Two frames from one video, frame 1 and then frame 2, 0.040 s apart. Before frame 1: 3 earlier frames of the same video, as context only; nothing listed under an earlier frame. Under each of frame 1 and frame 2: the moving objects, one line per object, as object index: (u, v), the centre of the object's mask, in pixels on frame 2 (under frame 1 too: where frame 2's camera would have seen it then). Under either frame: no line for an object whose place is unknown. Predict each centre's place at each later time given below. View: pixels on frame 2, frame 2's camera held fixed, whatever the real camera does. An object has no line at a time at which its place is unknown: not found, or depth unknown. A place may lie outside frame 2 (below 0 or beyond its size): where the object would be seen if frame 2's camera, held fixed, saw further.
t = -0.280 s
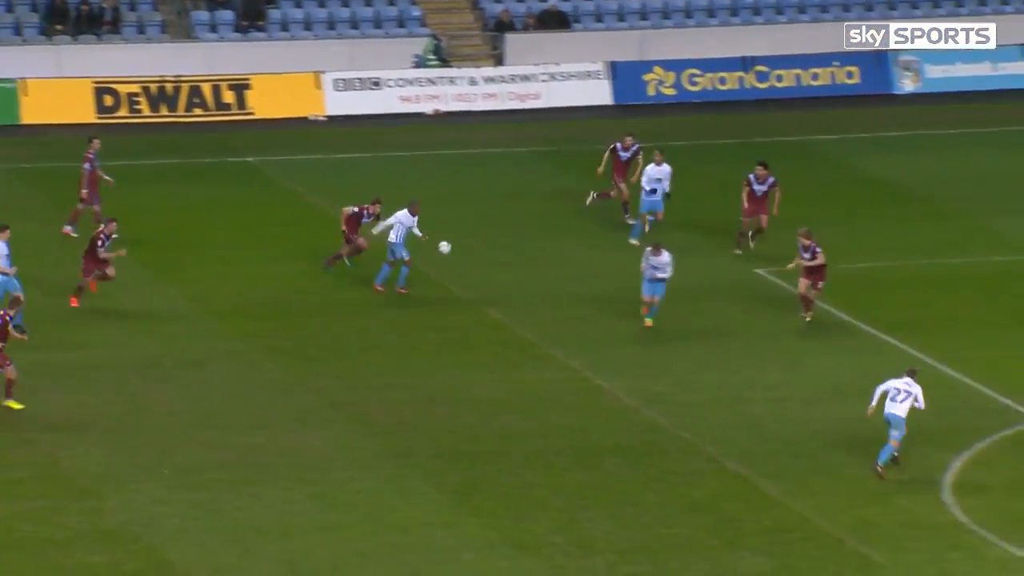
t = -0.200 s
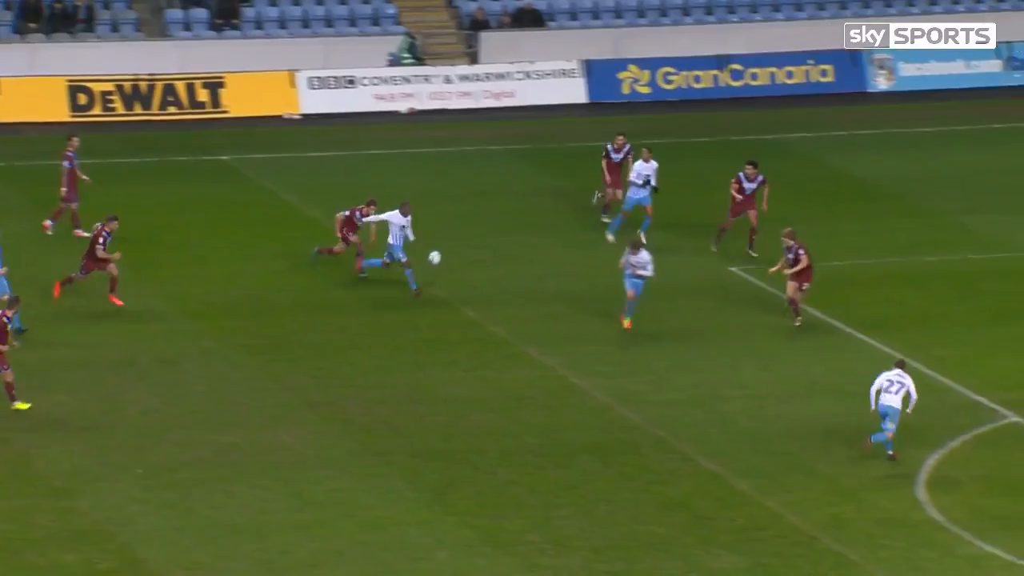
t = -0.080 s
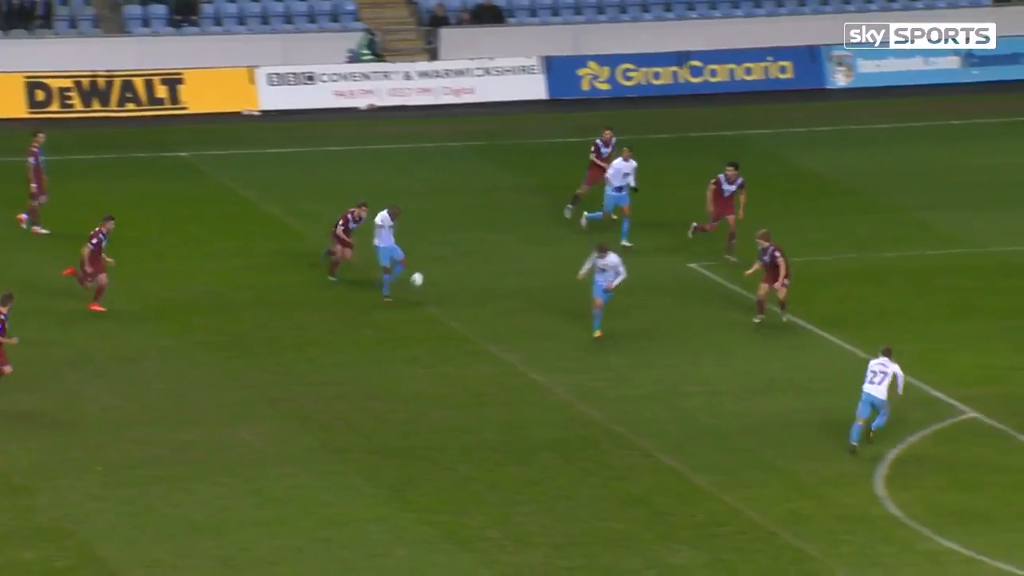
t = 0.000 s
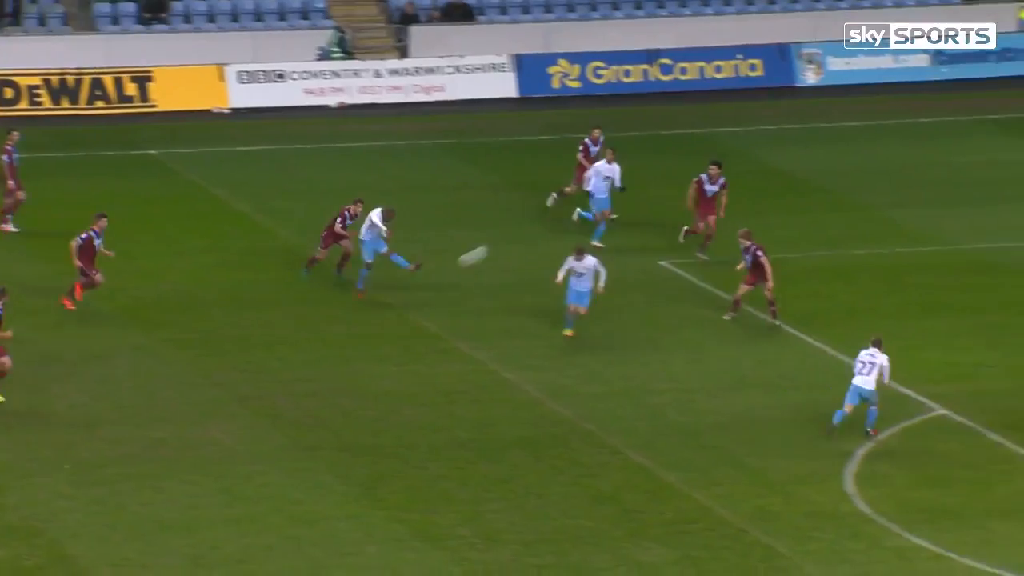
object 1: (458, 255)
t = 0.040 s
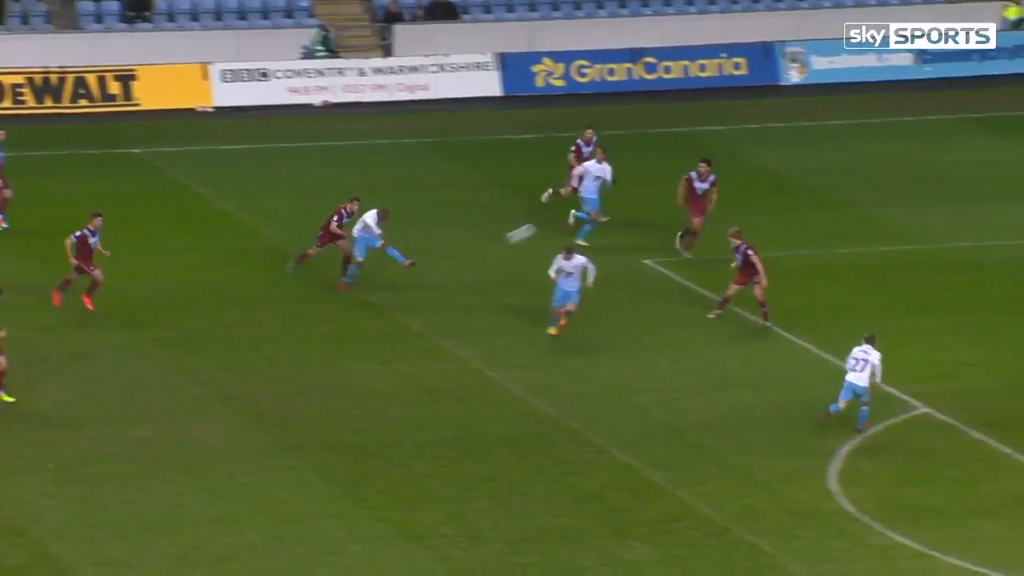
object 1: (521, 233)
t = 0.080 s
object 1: (580, 214)
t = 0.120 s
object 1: (645, 196)
